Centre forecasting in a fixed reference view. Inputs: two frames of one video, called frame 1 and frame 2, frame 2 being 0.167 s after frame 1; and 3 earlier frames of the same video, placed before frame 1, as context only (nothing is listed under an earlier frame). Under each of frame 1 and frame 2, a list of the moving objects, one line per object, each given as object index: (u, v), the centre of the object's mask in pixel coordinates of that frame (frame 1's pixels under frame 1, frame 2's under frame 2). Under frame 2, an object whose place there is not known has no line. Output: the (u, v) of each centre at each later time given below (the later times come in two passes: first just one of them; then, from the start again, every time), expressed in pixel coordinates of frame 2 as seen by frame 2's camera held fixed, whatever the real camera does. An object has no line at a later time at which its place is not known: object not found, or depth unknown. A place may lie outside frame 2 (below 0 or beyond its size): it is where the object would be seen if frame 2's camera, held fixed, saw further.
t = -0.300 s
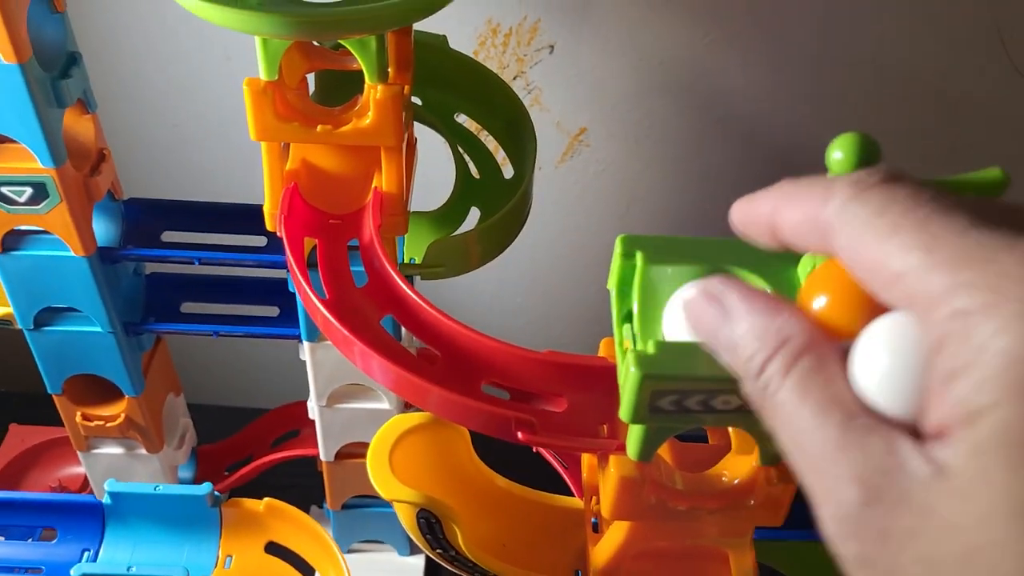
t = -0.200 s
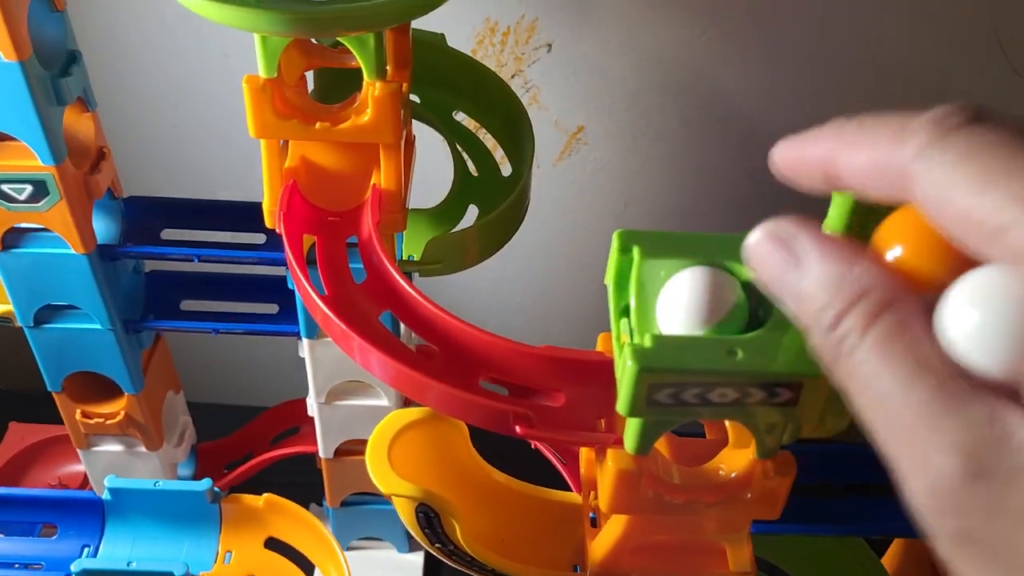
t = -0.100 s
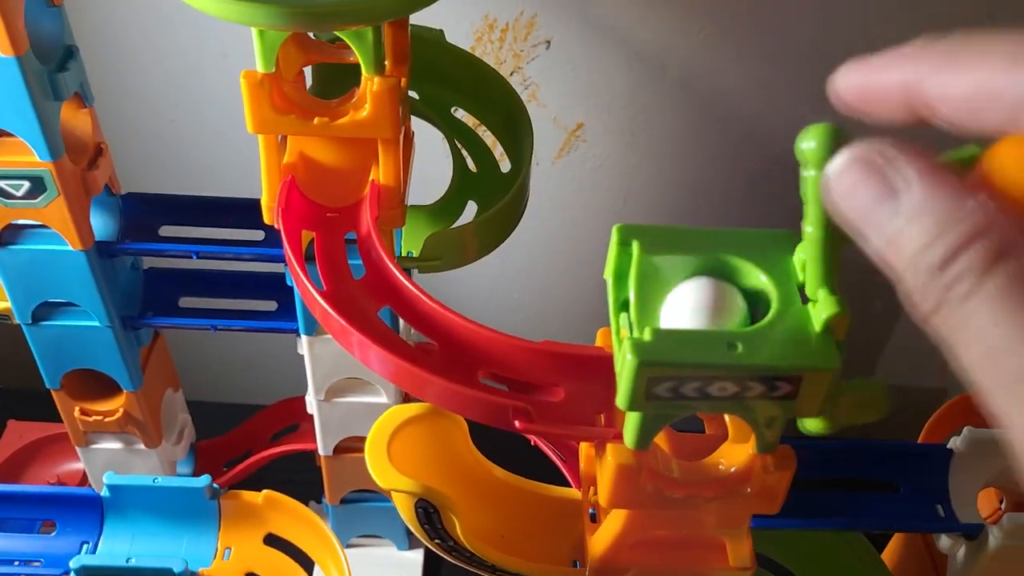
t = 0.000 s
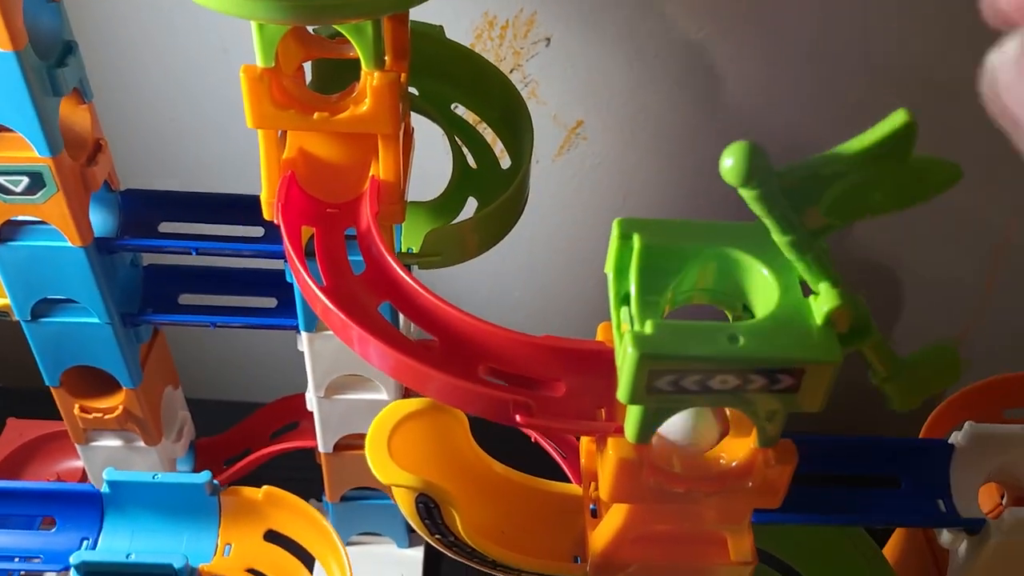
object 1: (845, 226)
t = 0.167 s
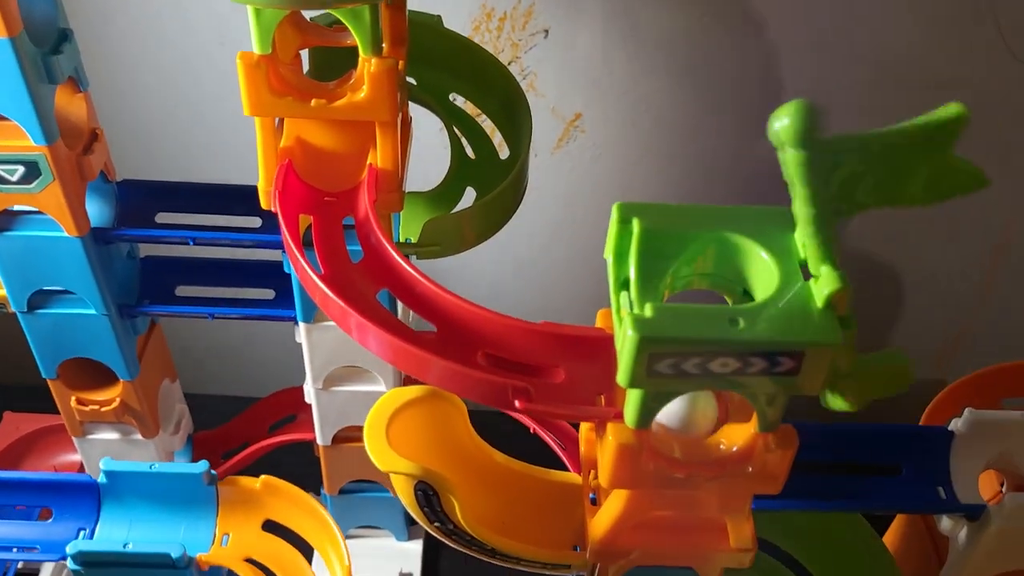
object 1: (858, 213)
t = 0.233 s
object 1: (892, 191)
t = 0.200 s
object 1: (879, 184)
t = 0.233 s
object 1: (892, 191)
